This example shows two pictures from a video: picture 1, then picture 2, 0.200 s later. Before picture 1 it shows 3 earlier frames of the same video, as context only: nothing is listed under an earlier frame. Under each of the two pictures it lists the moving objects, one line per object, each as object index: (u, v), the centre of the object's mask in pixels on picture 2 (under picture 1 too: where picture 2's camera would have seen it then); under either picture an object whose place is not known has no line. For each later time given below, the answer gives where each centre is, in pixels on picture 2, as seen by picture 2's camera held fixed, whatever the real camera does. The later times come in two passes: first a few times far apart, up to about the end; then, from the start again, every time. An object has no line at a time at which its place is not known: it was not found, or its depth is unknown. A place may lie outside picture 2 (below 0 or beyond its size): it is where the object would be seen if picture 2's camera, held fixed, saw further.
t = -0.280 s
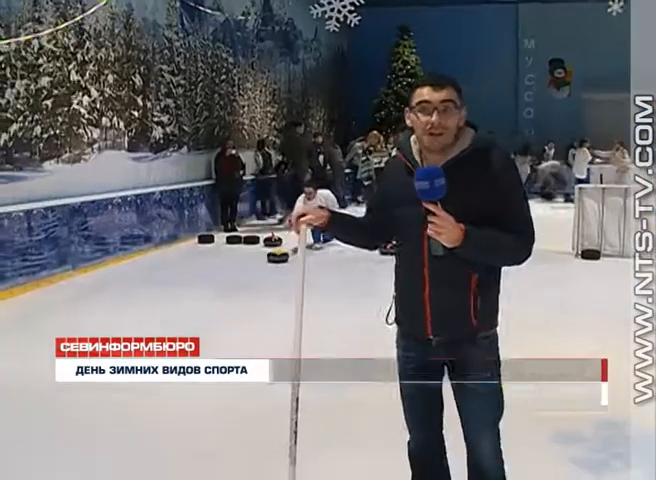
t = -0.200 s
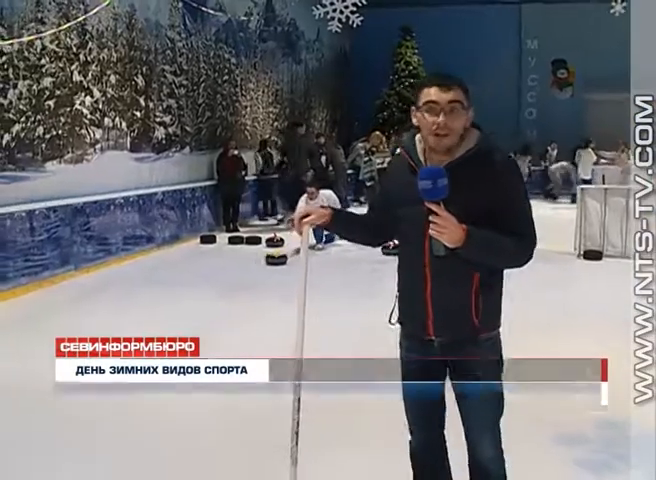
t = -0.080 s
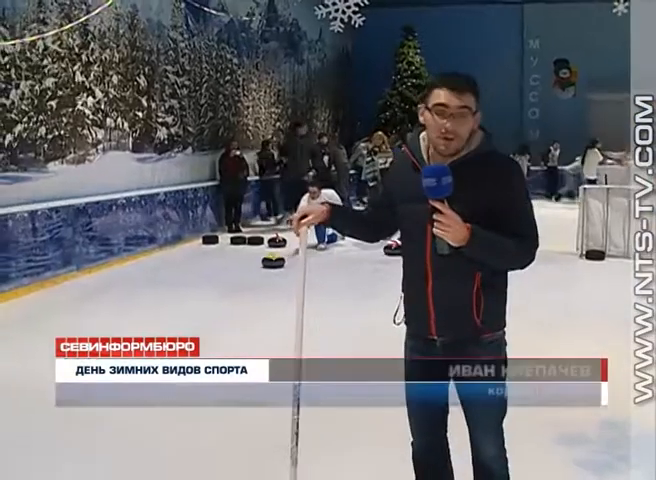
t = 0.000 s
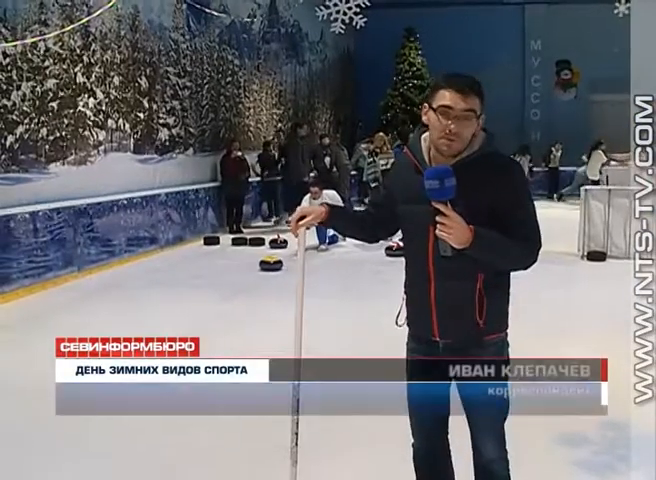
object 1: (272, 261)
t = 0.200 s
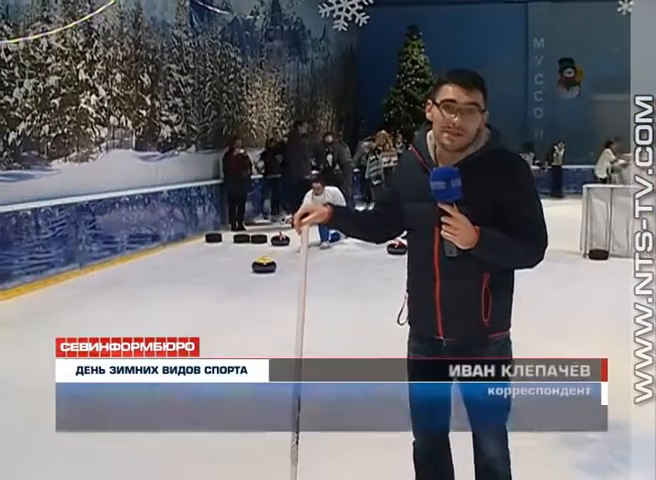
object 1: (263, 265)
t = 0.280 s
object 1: (260, 267)
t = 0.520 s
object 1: (249, 273)
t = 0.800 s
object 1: (234, 280)
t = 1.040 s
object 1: (221, 286)
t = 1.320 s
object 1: (207, 294)
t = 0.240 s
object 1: (262, 266)
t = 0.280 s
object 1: (260, 267)
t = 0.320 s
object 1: (258, 268)
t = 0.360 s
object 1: (256, 269)
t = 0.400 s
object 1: (254, 270)
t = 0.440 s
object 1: (252, 271)
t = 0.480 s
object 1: (250, 272)
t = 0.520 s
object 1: (249, 273)
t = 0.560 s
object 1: (247, 274)
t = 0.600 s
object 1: (245, 275)
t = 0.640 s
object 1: (243, 276)
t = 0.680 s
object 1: (240, 277)
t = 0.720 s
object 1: (238, 278)
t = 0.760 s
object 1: (236, 279)
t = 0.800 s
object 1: (234, 280)
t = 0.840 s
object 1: (232, 281)
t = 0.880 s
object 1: (230, 282)
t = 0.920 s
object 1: (228, 283)
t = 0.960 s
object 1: (226, 284)
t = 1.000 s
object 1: (223, 285)
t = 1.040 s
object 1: (221, 286)
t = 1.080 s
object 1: (220, 287)
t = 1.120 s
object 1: (217, 288)
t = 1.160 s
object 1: (216, 289)
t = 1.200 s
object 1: (214, 290)
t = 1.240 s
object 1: (211, 292)
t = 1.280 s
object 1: (209, 293)
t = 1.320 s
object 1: (207, 294)
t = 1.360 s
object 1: (205, 295)
